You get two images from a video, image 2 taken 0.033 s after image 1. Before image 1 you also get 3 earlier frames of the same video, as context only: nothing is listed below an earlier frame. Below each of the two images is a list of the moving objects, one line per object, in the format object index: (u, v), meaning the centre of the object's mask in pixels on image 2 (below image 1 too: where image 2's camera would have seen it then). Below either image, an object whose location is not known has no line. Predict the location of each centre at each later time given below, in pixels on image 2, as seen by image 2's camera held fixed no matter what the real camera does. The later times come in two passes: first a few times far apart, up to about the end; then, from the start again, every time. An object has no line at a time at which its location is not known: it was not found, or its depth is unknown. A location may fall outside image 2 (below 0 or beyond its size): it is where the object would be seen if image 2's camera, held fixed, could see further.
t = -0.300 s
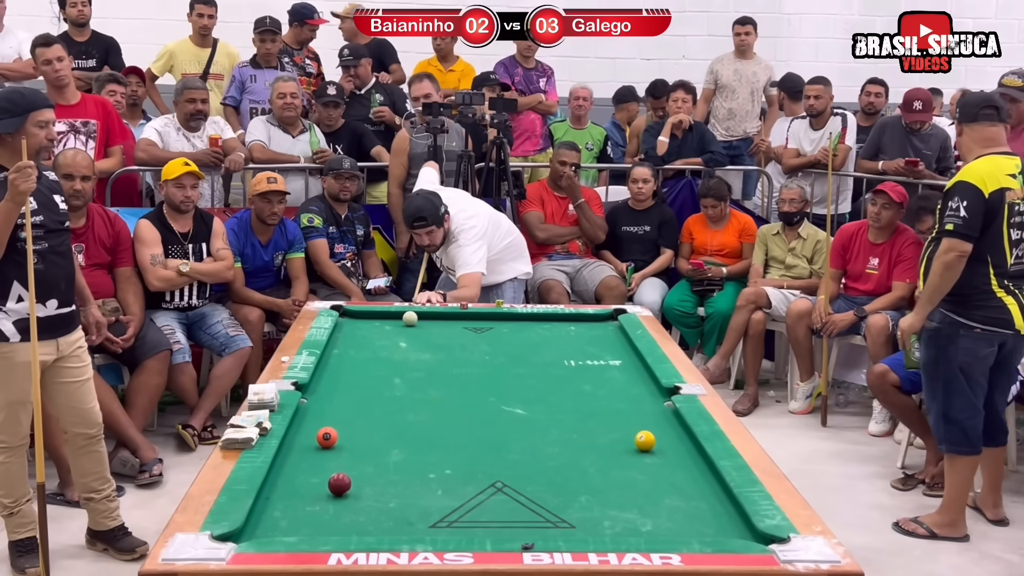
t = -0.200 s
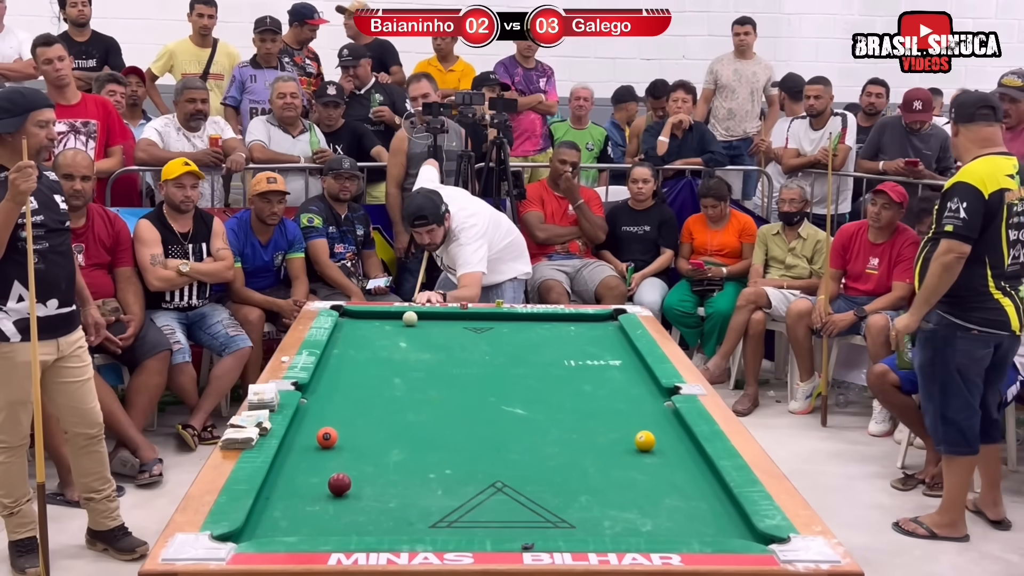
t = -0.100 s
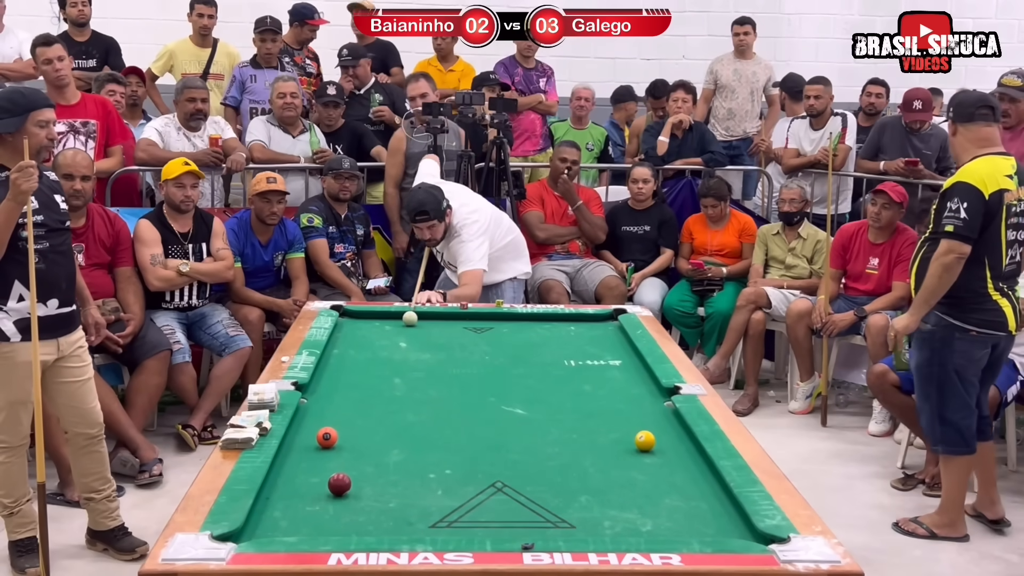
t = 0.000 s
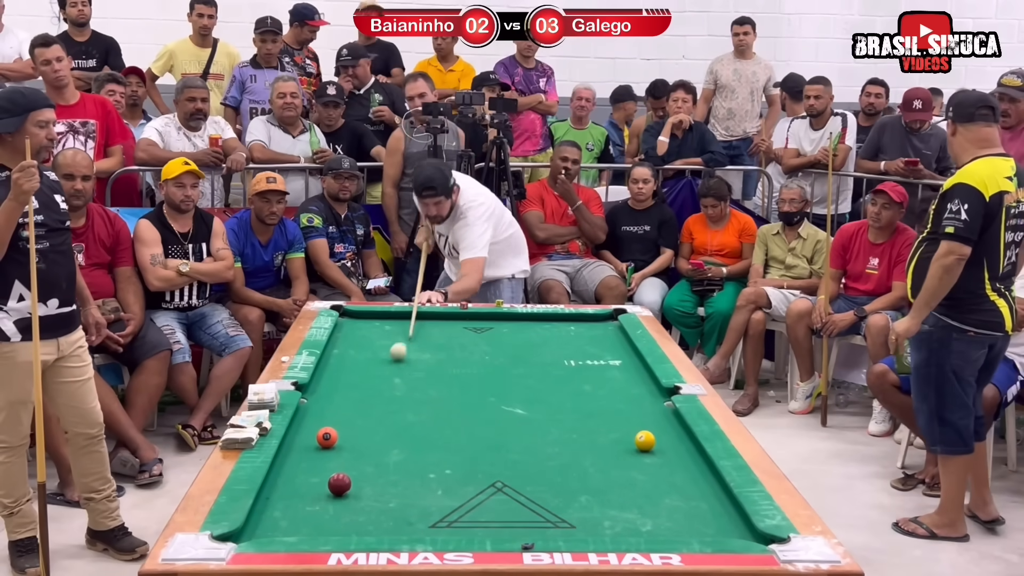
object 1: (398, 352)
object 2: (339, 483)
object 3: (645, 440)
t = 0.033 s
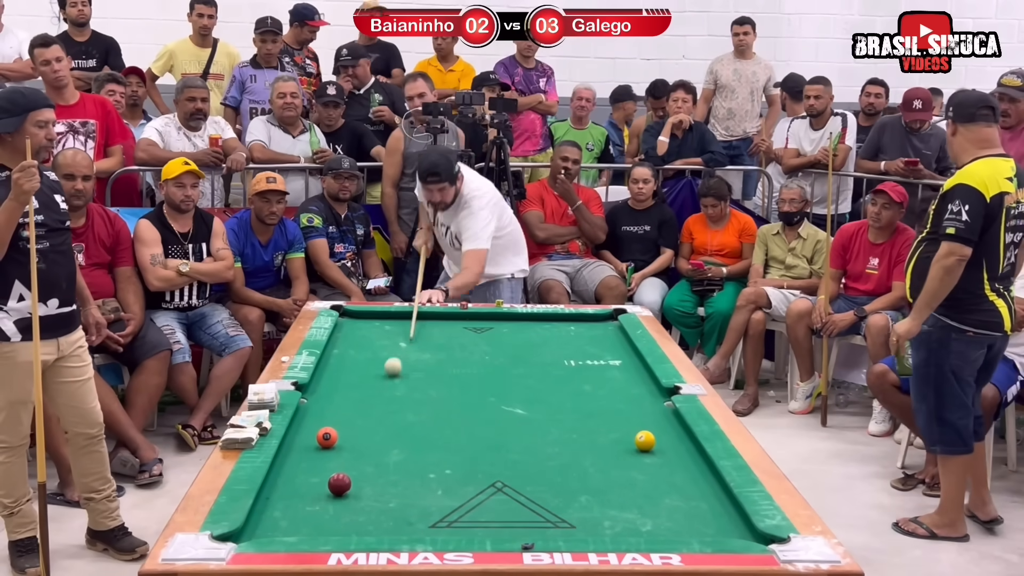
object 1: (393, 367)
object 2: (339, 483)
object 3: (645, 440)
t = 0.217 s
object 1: (357, 477)
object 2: (336, 484)
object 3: (645, 440)
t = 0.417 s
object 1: (502, 517)
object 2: (334, 496)
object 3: (645, 440)
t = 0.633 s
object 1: (597, 464)
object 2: (420, 440)
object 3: (645, 440)
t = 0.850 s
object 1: (648, 445)
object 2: (484, 398)
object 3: (666, 429)
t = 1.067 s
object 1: (676, 441)
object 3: (655, 415)
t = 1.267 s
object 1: (674, 435)
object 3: (631, 404)
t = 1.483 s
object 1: (656, 428)
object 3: (607, 393)
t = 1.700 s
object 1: (640, 423)
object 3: (586, 384)
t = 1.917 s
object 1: (625, 418)
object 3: (567, 376)
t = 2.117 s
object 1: (612, 414)
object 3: (550, 369)
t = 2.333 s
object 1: (601, 410)
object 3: (535, 362)
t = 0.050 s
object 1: (390, 375)
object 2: (339, 483)
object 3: (645, 440)
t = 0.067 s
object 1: (388, 383)
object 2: (340, 483)
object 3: (645, 440)
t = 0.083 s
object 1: (385, 391)
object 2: (339, 483)
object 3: (645, 440)
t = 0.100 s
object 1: (382, 400)
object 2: (339, 483)
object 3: (645, 440)
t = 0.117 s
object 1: (378, 409)
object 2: (339, 483)
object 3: (645, 440)
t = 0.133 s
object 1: (375, 419)
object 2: (339, 483)
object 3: (645, 440)
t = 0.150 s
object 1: (371, 430)
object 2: (339, 483)
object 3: (645, 440)
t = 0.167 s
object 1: (367, 441)
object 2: (339, 483)
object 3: (645, 440)
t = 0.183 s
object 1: (363, 453)
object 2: (339, 483)
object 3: (645, 440)
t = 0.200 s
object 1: (359, 465)
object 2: (340, 483)
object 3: (645, 440)
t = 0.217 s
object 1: (357, 477)
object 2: (336, 484)
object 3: (645, 440)
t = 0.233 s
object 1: (369, 482)
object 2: (315, 494)
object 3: (645, 440)
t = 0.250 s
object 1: (381, 487)
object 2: (292, 505)
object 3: (645, 440)
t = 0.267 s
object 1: (394, 494)
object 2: (268, 517)
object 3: (645, 440)
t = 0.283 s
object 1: (406, 501)
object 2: (255, 528)
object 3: (645, 440)
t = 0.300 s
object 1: (419, 507)
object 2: (261, 532)
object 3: (645, 440)
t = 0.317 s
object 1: (432, 514)
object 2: (275, 530)
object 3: (645, 440)
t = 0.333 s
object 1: (446, 521)
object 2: (286, 524)
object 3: (645, 440)
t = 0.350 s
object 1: (459, 526)
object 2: (297, 518)
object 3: (645, 440)
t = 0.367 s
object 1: (473, 530)
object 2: (307, 513)
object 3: (645, 440)
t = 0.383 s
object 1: (484, 528)
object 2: (316, 508)
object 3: (645, 440)
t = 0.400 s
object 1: (493, 524)
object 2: (325, 502)
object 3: (645, 440)
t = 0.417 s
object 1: (502, 517)
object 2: (334, 496)
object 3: (645, 440)
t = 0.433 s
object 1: (511, 513)
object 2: (343, 491)
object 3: (645, 440)
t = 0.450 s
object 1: (519, 510)
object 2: (350, 486)
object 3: (645, 440)
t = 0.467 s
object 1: (528, 504)
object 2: (358, 481)
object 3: (645, 440)
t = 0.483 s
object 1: (536, 499)
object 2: (365, 476)
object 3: (645, 440)
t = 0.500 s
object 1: (543, 495)
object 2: (372, 472)
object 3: (645, 440)
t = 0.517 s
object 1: (550, 490)
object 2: (378, 468)
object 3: (645, 440)
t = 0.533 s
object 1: (558, 486)
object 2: (385, 463)
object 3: (645, 440)
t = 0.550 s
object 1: (565, 482)
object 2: (391, 459)
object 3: (645, 440)
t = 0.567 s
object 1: (572, 478)
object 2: (397, 455)
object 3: (645, 440)
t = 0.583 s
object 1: (578, 474)
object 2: (403, 451)
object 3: (645, 440)
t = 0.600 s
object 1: (585, 471)
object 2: (409, 447)
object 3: (645, 440)
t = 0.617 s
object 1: (591, 467)
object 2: (415, 444)
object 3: (645, 440)
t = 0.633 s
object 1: (597, 464)
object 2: (420, 440)
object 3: (645, 440)
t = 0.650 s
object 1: (603, 461)
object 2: (426, 436)
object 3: (645, 440)
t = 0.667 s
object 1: (608, 458)
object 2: (432, 433)
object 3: (645, 440)
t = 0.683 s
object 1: (614, 456)
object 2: (437, 429)
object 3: (645, 440)
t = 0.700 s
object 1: (620, 453)
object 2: (442, 426)
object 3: (645, 440)
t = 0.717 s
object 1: (625, 451)
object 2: (447, 422)
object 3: (645, 440)
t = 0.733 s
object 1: (630, 449)
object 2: (452, 419)
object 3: (646, 440)
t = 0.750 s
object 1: (635, 446)
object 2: (457, 416)
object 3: (648, 439)
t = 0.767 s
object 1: (637, 446)
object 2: (462, 413)
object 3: (651, 437)
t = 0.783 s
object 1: (639, 446)
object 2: (466, 410)
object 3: (654, 435)
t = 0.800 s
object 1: (641, 446)
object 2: (471, 406)
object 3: (657, 434)
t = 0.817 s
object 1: (643, 446)
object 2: (475, 404)
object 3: (660, 432)
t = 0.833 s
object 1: (645, 445)
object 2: (479, 401)
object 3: (663, 431)
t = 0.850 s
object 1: (648, 445)
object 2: (484, 398)
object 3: (666, 429)
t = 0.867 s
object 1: (650, 445)
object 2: (488, 395)
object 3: (669, 428)
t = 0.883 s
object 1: (652, 444)
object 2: (493, 393)
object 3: (672, 426)
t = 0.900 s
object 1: (655, 444)
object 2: (497, 390)
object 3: (675, 425)
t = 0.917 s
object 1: (657, 444)
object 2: (500, 388)
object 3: (677, 423)
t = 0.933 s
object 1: (659, 443)
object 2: (504, 385)
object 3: (674, 422)
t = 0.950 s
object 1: (661, 443)
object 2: (508, 382)
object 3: (671, 421)
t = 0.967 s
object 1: (663, 443)
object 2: (512, 380)
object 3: (668, 420)
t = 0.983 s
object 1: (665, 442)
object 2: (516, 377)
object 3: (666, 420)
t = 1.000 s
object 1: (668, 442)
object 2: (519, 375)
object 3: (664, 419)
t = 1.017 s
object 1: (670, 442)
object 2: (523, 372)
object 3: (662, 418)
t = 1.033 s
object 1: (672, 442)
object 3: (660, 417)
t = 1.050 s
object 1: (674, 441)
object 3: (657, 416)
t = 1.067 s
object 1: (676, 441)
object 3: (655, 415)
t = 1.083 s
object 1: (678, 441)
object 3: (653, 414)
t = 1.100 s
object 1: (680, 440)
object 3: (651, 413)
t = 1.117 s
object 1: (682, 440)
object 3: (649, 412)
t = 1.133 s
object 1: (685, 440)
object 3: (647, 411)
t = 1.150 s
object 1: (685, 439)
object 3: (645, 410)
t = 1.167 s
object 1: (684, 438)
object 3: (643, 409)
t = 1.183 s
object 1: (682, 438)
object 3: (641, 408)
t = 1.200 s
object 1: (681, 437)
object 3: (639, 407)
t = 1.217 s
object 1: (679, 437)
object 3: (637, 407)
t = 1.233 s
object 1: (677, 436)
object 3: (635, 406)
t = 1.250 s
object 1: (676, 436)
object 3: (633, 405)
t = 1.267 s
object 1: (674, 435)
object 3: (631, 404)
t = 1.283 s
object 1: (673, 435)
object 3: (629, 403)
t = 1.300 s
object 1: (672, 434)
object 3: (627, 402)
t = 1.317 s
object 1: (670, 434)
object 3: (625, 401)
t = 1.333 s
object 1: (669, 433)
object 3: (623, 401)
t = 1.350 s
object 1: (667, 433)
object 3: (621, 400)
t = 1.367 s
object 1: (666, 432)
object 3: (620, 399)
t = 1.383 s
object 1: (664, 431)
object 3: (618, 398)
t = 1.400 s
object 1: (663, 431)
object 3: (616, 397)
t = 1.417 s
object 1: (662, 430)
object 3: (614, 397)
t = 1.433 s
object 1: (660, 430)
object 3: (612, 396)
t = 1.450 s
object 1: (659, 430)
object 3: (611, 395)
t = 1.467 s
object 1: (658, 429)
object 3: (609, 394)
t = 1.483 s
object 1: (656, 428)
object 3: (607, 393)
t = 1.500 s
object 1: (655, 428)
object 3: (605, 393)
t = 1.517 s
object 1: (654, 428)
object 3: (604, 392)
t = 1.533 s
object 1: (652, 427)
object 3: (602, 391)
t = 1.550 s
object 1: (651, 427)
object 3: (600, 390)
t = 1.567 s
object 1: (650, 426)
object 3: (599, 390)
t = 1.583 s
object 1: (648, 426)
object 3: (597, 389)
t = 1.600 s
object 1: (647, 425)
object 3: (595, 388)
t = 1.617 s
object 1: (646, 425)
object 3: (594, 388)
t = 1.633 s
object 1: (645, 425)
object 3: (592, 387)
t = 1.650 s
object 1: (643, 424)
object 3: (591, 386)
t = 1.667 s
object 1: (642, 424)
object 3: (589, 385)
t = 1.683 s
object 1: (641, 423)
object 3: (587, 385)
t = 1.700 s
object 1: (640, 423)
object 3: (586, 384)
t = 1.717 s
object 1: (638, 423)
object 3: (584, 383)
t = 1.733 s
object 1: (637, 422)
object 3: (583, 383)
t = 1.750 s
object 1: (636, 422)
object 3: (581, 382)
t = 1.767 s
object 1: (635, 421)
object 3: (580, 381)
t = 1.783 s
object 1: (634, 421)
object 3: (578, 381)
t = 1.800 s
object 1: (633, 421)
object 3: (577, 380)
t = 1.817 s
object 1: (632, 420)
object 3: (575, 380)
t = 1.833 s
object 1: (630, 420)
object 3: (574, 379)
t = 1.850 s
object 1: (629, 419)
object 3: (572, 378)
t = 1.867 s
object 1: (628, 419)
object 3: (571, 378)
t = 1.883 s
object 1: (627, 419)
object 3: (569, 377)
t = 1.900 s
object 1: (626, 418)
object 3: (568, 376)
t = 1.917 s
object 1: (625, 418)
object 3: (567, 376)
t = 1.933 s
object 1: (624, 418)
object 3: (565, 375)
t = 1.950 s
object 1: (623, 417)
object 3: (564, 375)
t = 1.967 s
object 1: (622, 417)
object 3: (562, 374)
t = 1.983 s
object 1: (620, 417)
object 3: (561, 373)
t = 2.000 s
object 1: (619, 416)
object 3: (560, 373)
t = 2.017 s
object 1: (618, 416)
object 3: (558, 372)
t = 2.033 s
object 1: (617, 416)
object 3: (557, 372)
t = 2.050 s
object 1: (616, 415)
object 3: (555, 371)
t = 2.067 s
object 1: (615, 415)
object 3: (554, 371)
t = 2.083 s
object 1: (615, 415)
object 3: (553, 370)
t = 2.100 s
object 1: (613, 414)
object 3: (552, 369)
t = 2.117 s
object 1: (612, 414)
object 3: (550, 369)
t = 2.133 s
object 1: (611, 414)
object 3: (549, 368)
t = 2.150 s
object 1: (611, 413)
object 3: (548, 368)
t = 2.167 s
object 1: (610, 413)
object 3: (547, 367)
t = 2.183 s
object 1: (609, 413)
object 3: (545, 367)
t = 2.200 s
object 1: (608, 412)
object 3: (544, 366)
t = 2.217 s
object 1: (607, 412)
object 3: (543, 366)
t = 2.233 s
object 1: (606, 412)
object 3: (542, 365)
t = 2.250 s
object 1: (605, 412)
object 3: (541, 365)
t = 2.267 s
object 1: (604, 411)
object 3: (539, 364)
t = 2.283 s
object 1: (603, 411)
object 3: (538, 363)
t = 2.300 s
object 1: (602, 411)
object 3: (537, 363)
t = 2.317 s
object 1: (601, 410)
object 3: (536, 362)
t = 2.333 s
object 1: (601, 410)
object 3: (535, 362)
